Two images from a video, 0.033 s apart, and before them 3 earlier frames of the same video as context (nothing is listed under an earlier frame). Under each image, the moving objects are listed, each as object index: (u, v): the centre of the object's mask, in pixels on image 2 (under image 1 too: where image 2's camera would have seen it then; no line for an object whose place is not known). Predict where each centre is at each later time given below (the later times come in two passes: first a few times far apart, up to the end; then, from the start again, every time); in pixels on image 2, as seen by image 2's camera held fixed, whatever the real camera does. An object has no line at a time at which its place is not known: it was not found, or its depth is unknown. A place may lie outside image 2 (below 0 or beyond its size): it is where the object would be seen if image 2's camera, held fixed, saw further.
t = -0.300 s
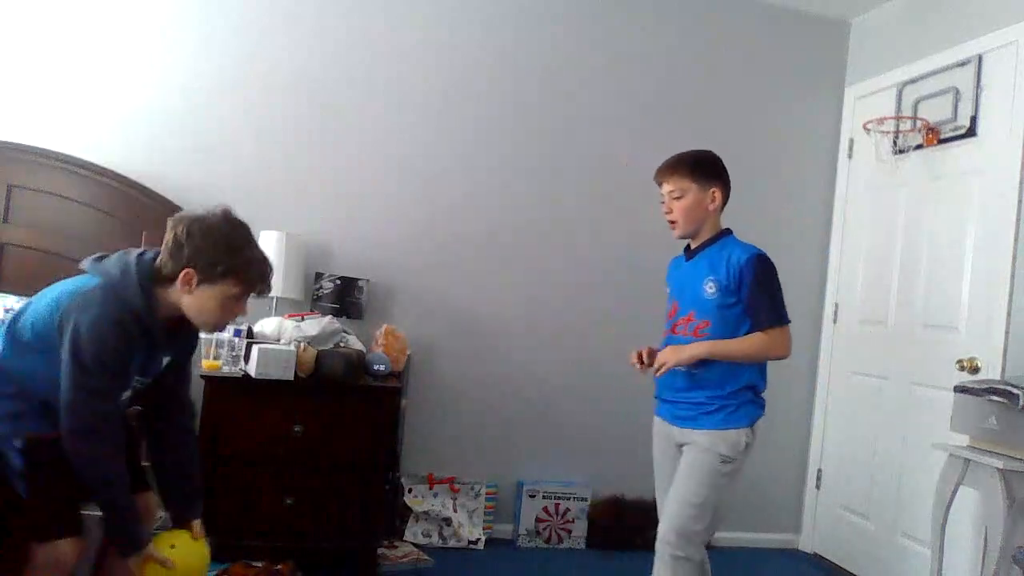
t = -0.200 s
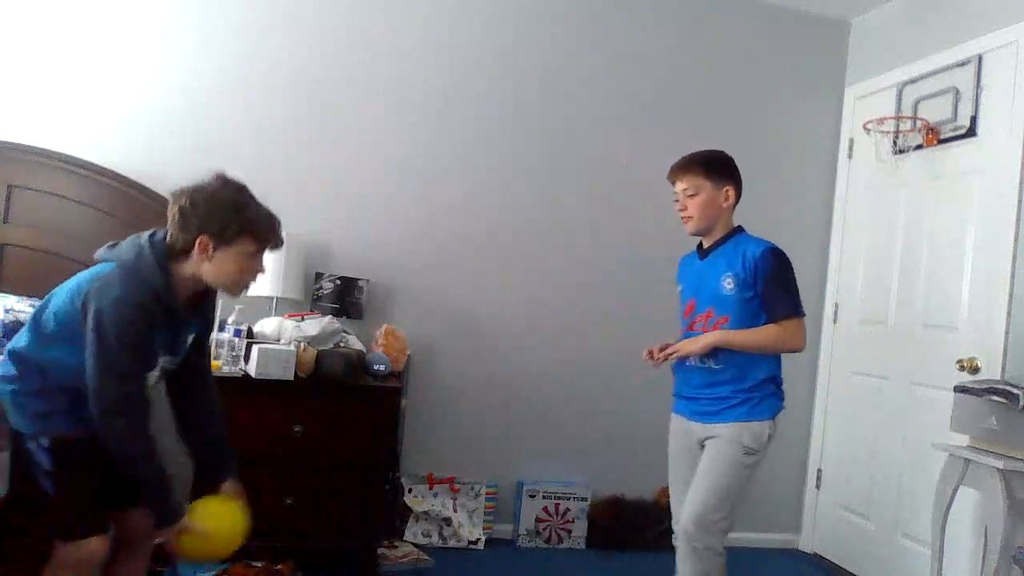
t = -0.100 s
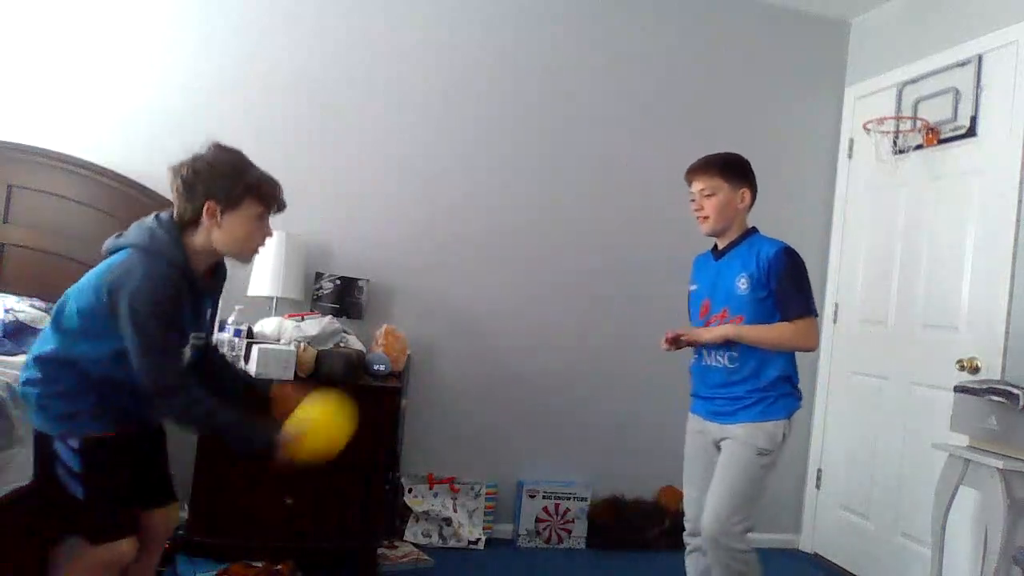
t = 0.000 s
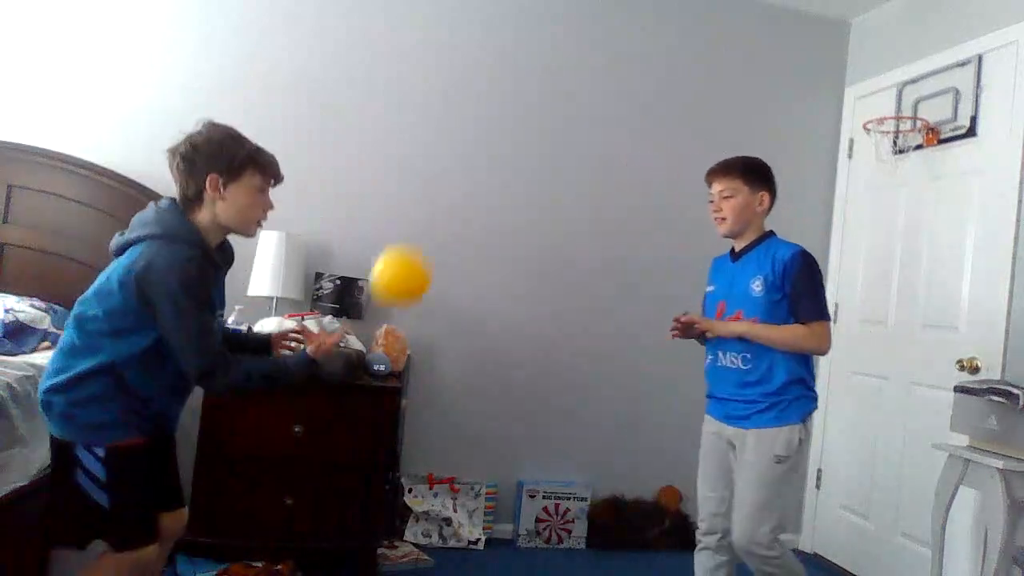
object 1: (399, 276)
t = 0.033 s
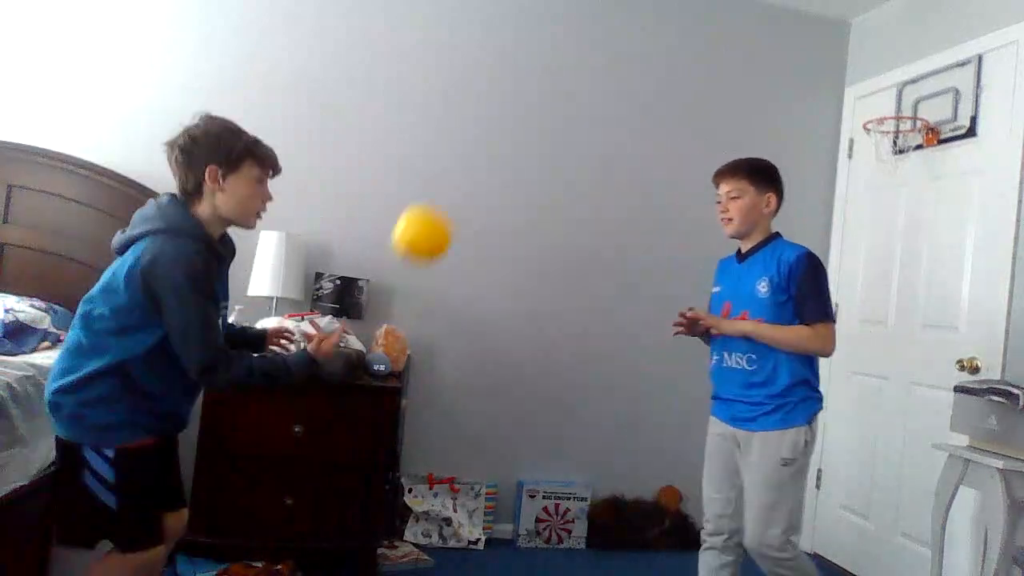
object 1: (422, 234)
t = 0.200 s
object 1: (510, 103)
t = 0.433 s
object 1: (596, 103)
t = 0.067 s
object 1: (442, 197)
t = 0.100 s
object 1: (460, 166)
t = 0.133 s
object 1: (478, 141)
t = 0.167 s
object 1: (494, 119)
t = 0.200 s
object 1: (510, 103)
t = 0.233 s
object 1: (525, 91)
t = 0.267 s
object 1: (539, 84)
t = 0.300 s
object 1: (552, 80)
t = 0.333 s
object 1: (564, 81)
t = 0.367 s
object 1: (575, 85)
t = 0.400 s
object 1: (586, 92)
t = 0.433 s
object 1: (596, 103)
